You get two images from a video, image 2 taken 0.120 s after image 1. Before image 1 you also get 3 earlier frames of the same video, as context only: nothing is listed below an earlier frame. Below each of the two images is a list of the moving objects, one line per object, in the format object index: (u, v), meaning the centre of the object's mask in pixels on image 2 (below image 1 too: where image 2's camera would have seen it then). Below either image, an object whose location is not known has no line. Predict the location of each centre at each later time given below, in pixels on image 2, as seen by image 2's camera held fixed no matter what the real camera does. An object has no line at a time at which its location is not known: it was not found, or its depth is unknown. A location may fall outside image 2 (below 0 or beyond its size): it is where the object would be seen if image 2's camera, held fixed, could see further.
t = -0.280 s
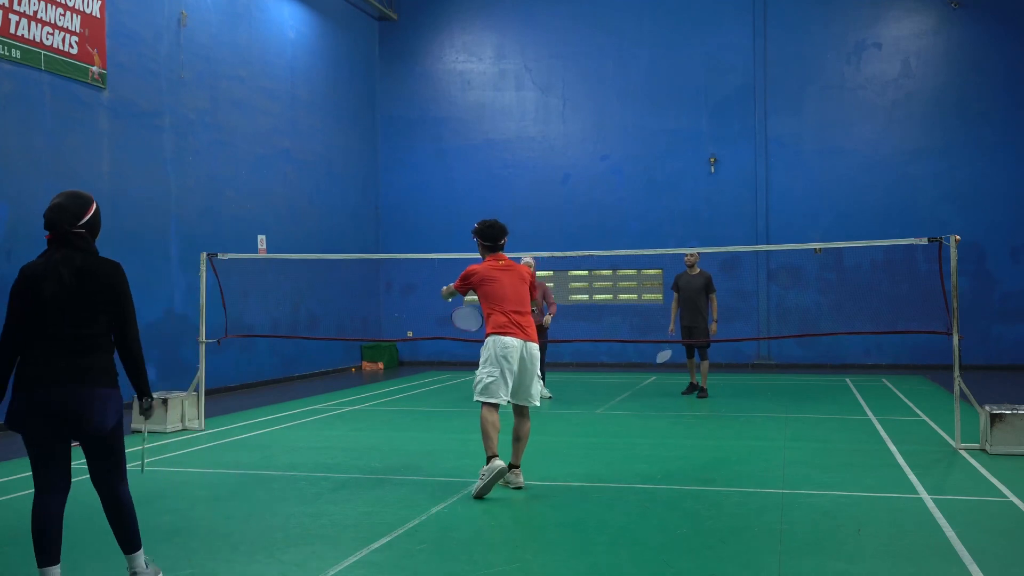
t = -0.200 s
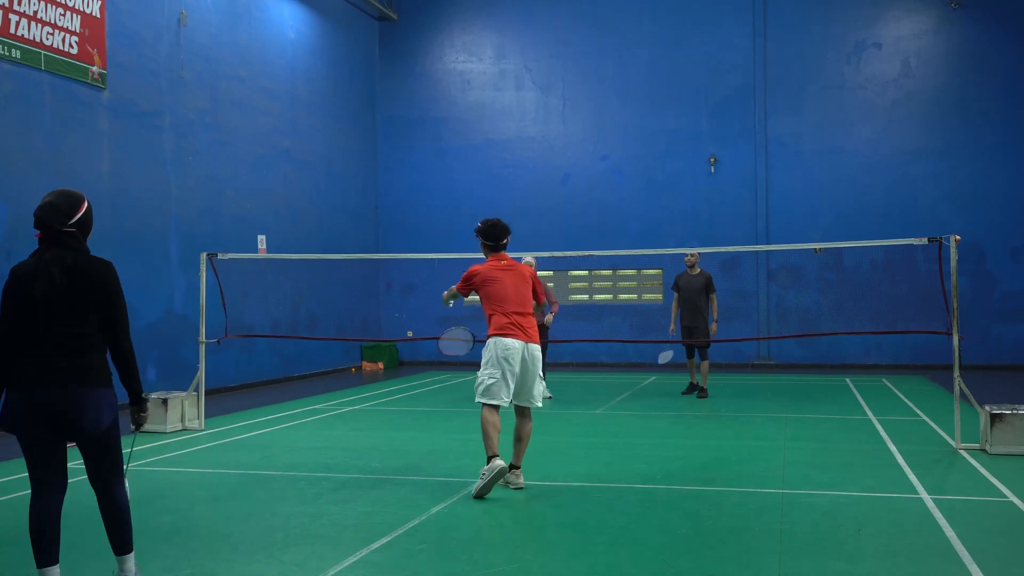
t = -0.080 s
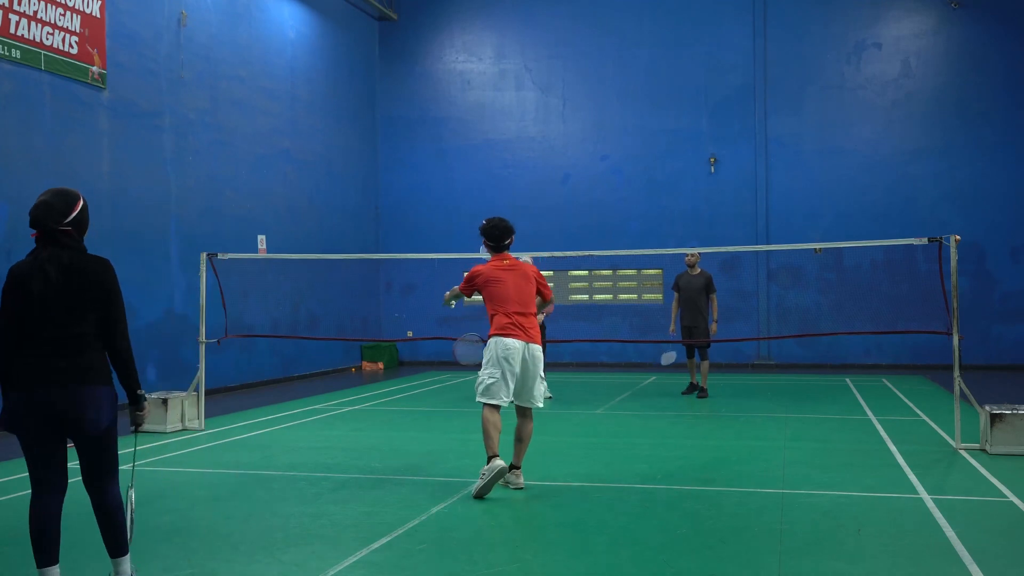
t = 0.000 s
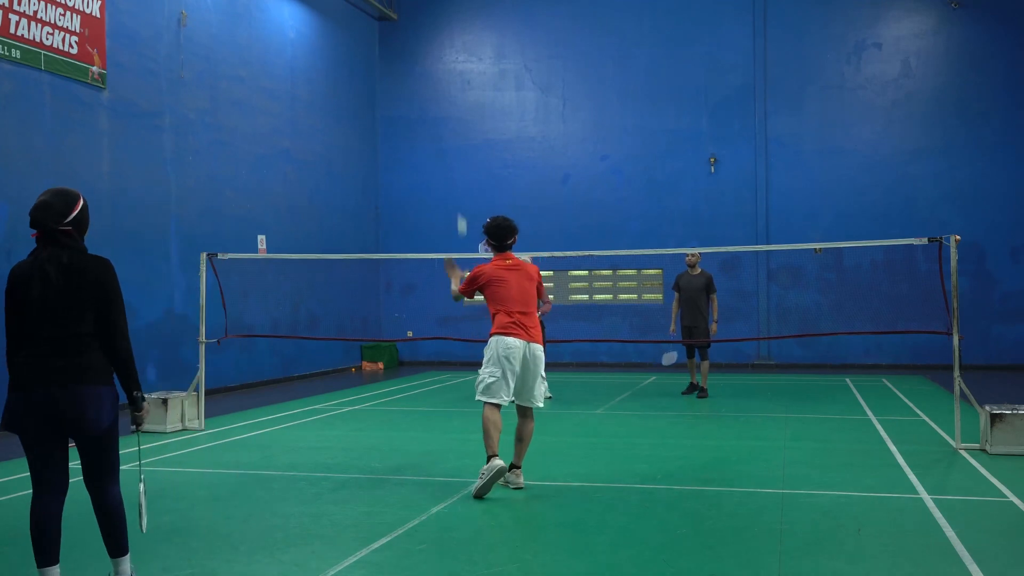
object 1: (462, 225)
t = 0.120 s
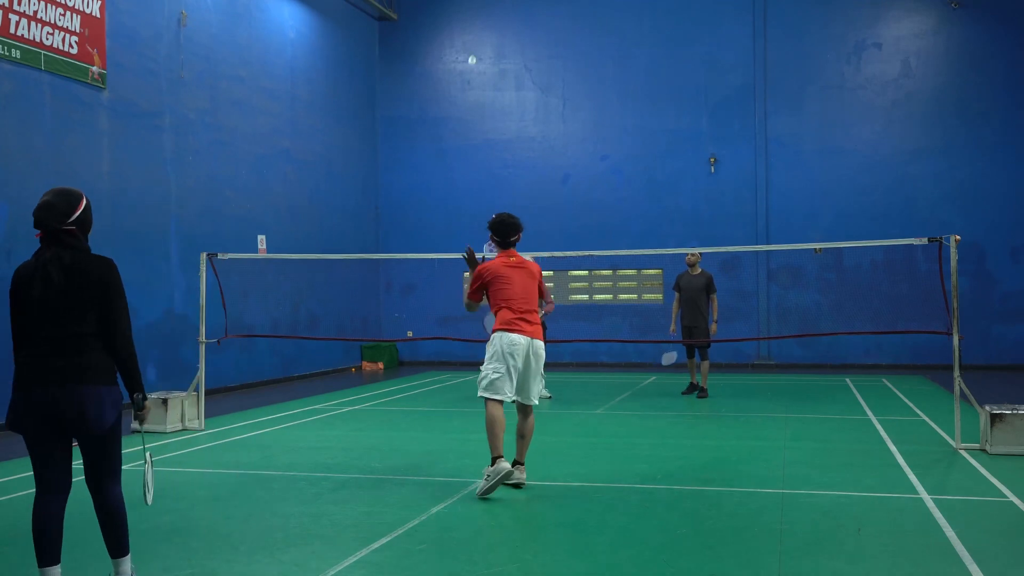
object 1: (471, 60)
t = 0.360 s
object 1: (485, 47)
